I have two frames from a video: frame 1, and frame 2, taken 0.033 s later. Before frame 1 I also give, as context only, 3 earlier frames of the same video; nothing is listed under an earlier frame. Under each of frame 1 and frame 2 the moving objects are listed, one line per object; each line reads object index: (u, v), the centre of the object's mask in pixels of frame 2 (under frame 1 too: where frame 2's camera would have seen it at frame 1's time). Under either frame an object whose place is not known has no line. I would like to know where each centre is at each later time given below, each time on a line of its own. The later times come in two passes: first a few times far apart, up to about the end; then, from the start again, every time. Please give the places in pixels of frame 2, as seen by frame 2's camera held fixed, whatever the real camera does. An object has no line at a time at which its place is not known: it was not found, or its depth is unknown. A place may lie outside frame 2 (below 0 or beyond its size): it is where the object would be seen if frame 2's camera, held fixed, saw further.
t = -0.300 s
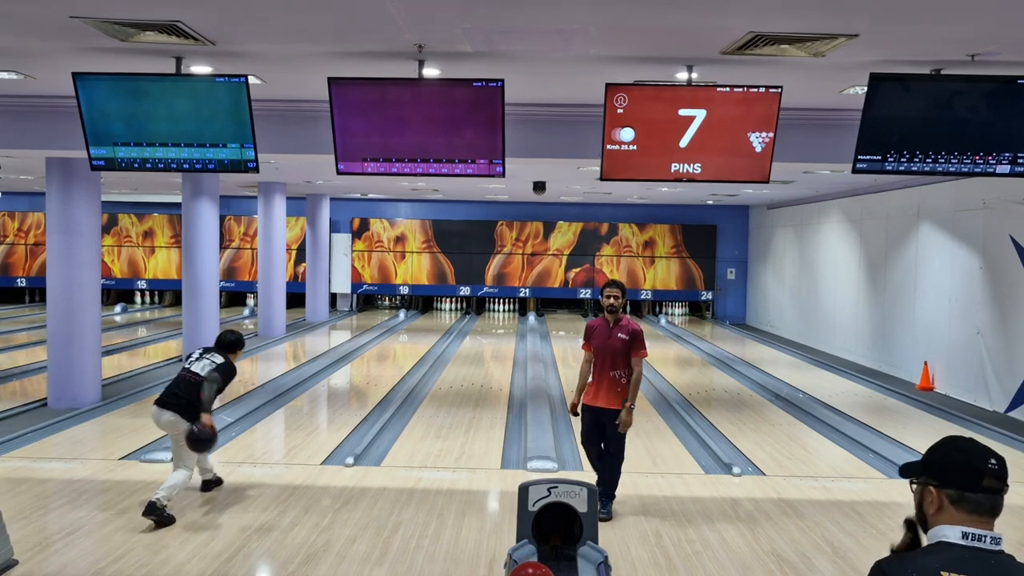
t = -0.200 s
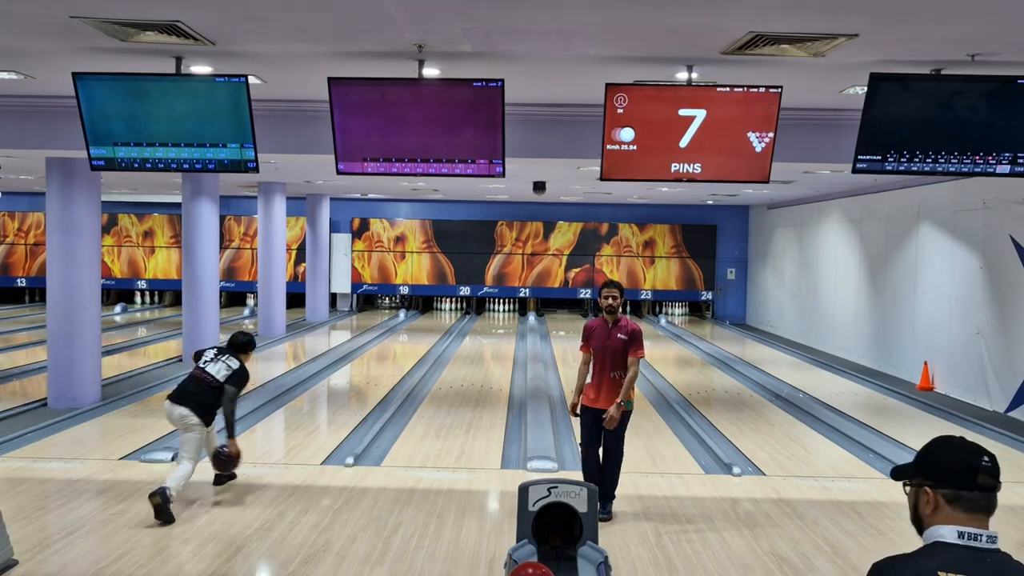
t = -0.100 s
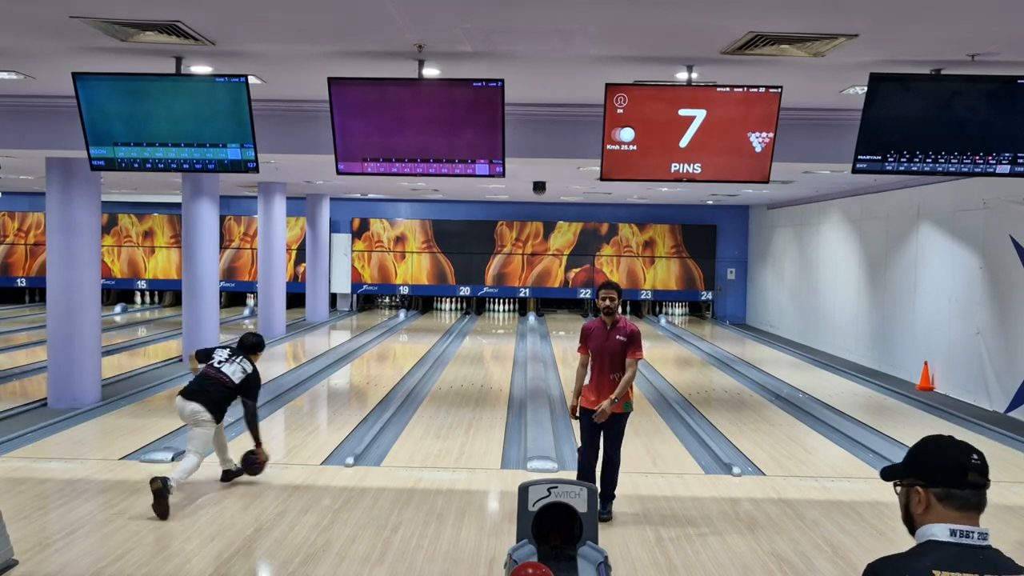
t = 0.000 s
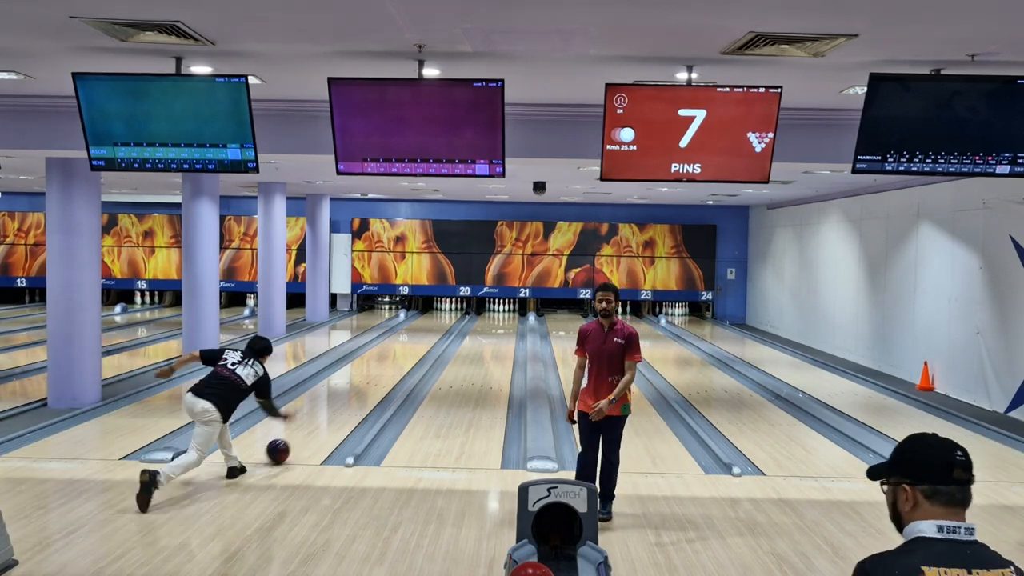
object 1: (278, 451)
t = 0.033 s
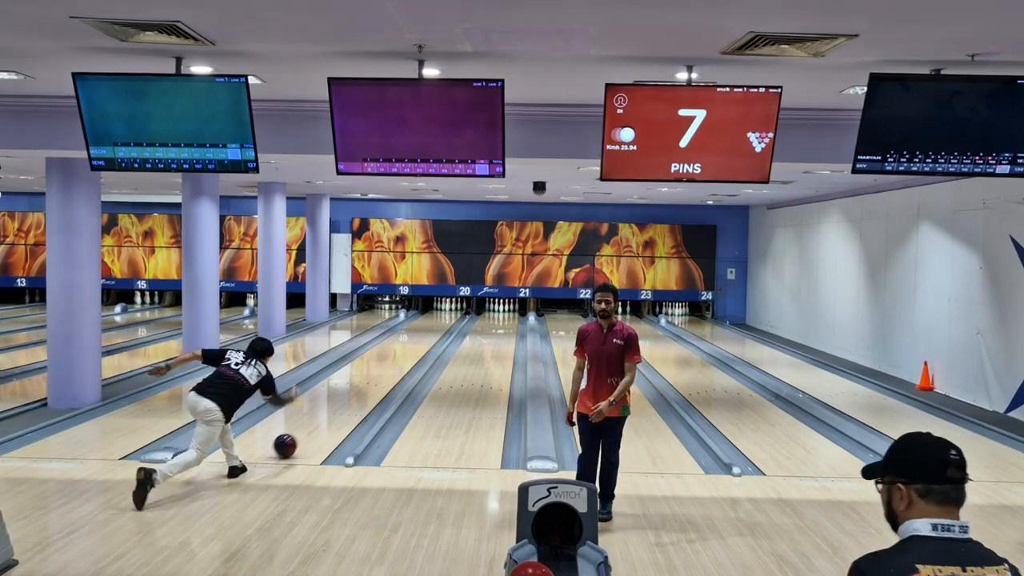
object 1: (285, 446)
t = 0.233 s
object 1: (321, 418)
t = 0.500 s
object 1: (356, 391)
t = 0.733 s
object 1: (378, 374)
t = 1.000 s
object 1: (398, 358)
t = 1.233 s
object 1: (411, 348)
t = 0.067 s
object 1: (292, 440)
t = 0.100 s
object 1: (298, 435)
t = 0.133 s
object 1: (304, 431)
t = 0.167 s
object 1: (310, 426)
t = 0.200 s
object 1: (316, 422)
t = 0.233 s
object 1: (321, 418)
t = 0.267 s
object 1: (326, 414)
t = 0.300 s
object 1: (331, 410)
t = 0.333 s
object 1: (336, 406)
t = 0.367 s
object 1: (340, 403)
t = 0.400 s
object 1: (344, 400)
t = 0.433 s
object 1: (348, 397)
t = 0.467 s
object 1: (352, 394)
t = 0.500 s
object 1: (356, 391)
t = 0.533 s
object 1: (360, 388)
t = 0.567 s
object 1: (363, 386)
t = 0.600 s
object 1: (366, 383)
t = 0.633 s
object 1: (370, 380)
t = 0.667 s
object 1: (372, 378)
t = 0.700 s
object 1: (375, 376)
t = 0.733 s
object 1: (378, 374)
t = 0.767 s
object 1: (381, 371)
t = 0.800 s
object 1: (384, 369)
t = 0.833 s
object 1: (386, 367)
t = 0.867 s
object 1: (389, 366)
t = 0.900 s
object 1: (391, 364)
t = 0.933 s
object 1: (394, 362)
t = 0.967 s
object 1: (396, 360)
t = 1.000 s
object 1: (398, 358)
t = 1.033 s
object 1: (400, 357)
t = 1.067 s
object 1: (402, 355)
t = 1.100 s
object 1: (404, 353)
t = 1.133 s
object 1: (406, 352)
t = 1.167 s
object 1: (408, 350)
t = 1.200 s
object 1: (410, 349)
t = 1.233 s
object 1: (411, 348)
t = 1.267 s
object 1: (413, 346)
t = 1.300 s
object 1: (415, 345)
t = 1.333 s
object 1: (416, 344)
